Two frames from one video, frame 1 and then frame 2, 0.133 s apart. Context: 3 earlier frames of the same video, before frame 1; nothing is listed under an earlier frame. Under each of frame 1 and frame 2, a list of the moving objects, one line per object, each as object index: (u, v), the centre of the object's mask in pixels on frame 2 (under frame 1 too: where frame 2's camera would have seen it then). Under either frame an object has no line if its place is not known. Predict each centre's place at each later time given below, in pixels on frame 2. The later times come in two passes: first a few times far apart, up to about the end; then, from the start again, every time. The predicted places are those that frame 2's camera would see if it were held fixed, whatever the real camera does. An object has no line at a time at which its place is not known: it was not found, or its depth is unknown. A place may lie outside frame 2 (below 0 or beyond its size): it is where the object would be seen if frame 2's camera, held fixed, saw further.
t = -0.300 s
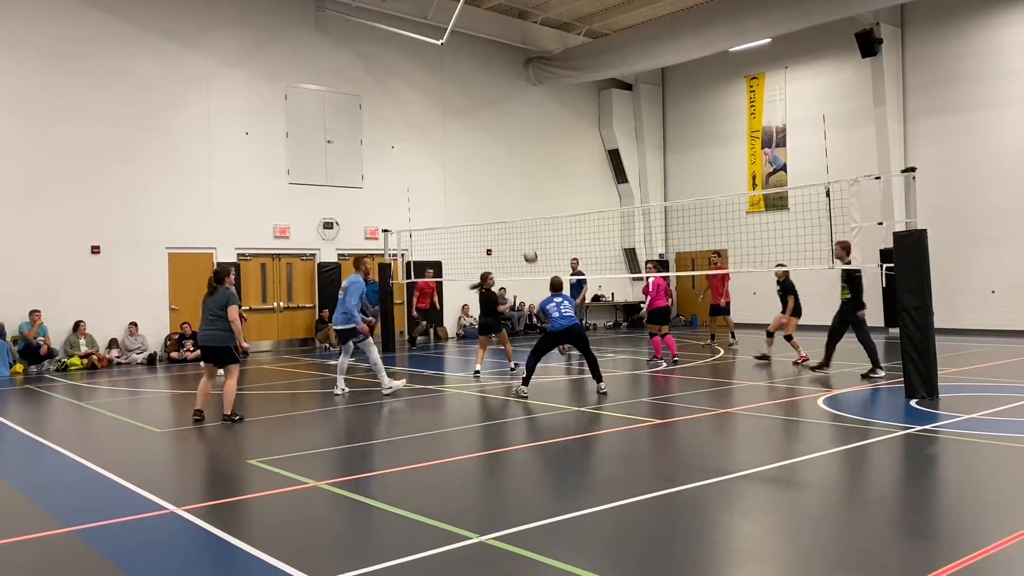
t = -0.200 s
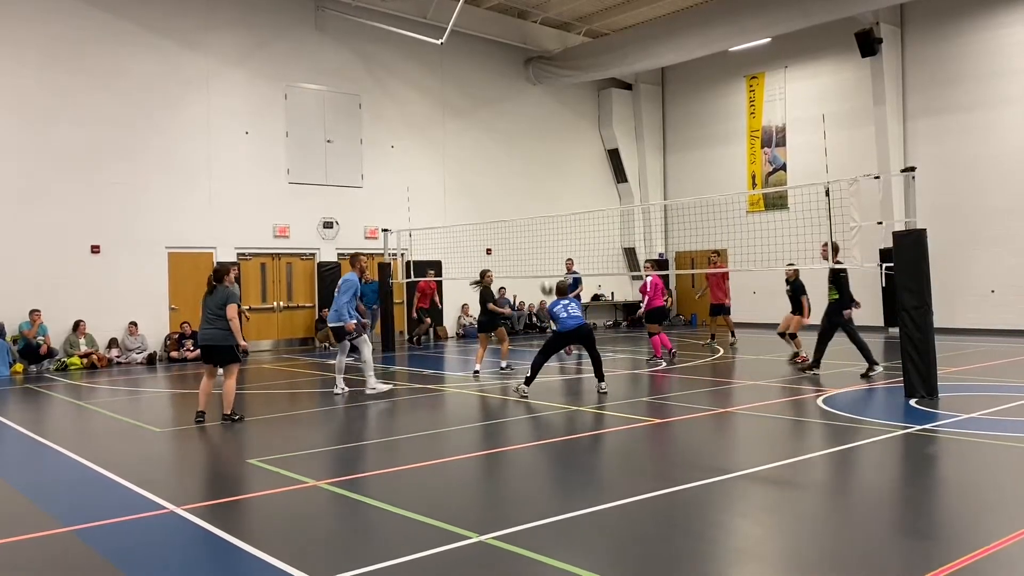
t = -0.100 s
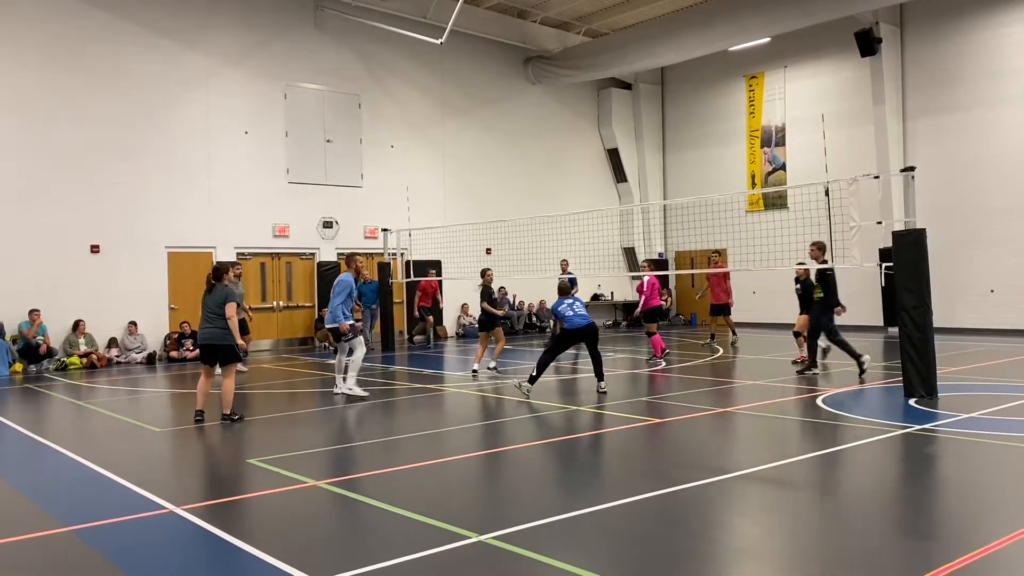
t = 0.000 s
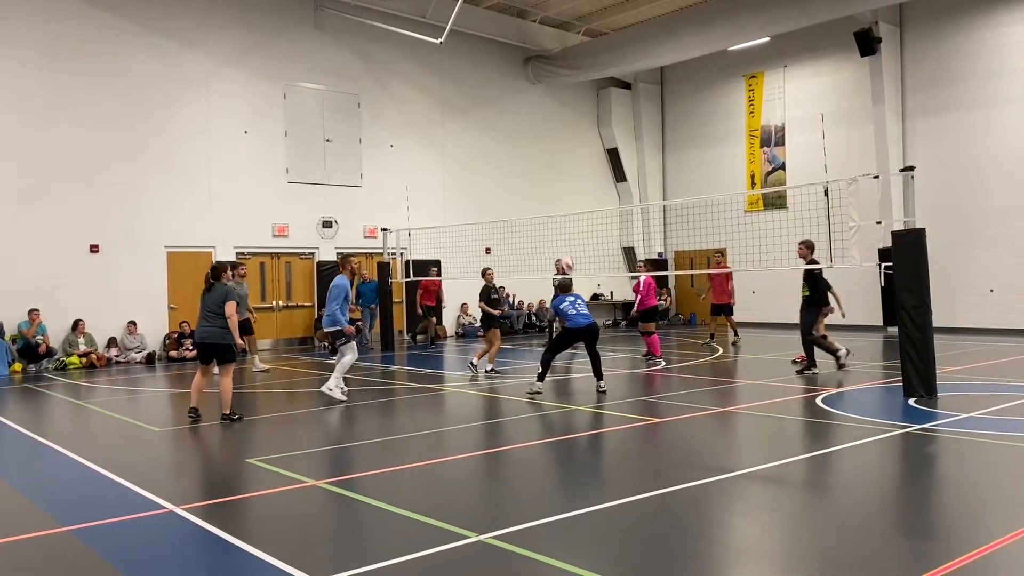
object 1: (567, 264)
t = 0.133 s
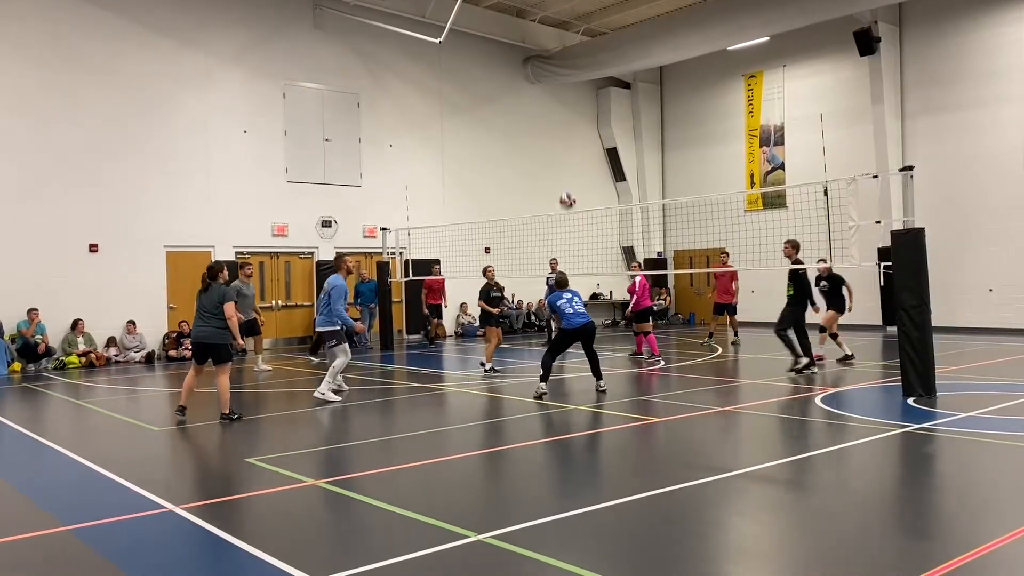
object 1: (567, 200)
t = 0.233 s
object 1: (569, 161)
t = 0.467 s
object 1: (576, 99)
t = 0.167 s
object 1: (568, 186)
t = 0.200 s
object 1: (569, 173)
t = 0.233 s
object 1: (569, 161)
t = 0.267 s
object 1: (570, 149)
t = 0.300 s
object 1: (572, 138)
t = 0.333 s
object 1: (572, 129)
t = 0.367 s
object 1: (573, 120)
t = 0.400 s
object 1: (574, 112)
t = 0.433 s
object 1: (575, 105)
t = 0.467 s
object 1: (576, 99)
